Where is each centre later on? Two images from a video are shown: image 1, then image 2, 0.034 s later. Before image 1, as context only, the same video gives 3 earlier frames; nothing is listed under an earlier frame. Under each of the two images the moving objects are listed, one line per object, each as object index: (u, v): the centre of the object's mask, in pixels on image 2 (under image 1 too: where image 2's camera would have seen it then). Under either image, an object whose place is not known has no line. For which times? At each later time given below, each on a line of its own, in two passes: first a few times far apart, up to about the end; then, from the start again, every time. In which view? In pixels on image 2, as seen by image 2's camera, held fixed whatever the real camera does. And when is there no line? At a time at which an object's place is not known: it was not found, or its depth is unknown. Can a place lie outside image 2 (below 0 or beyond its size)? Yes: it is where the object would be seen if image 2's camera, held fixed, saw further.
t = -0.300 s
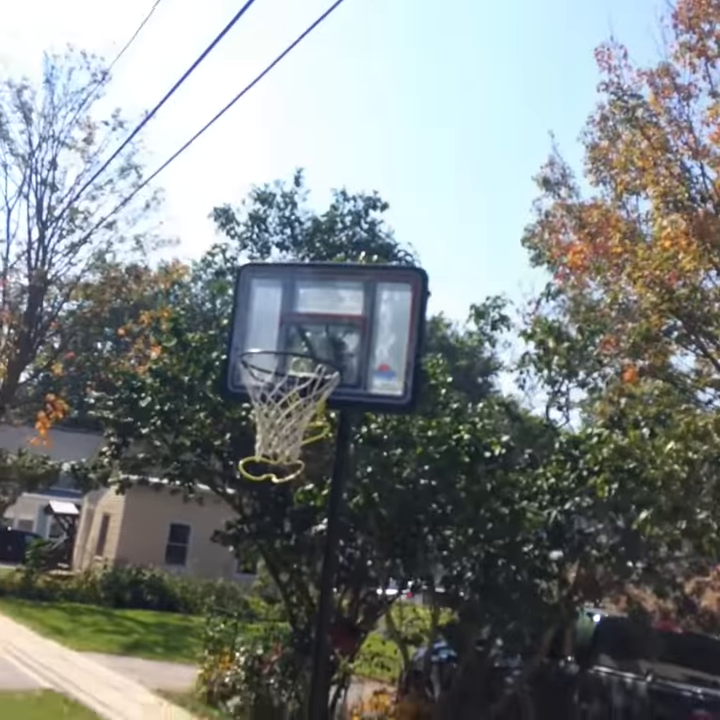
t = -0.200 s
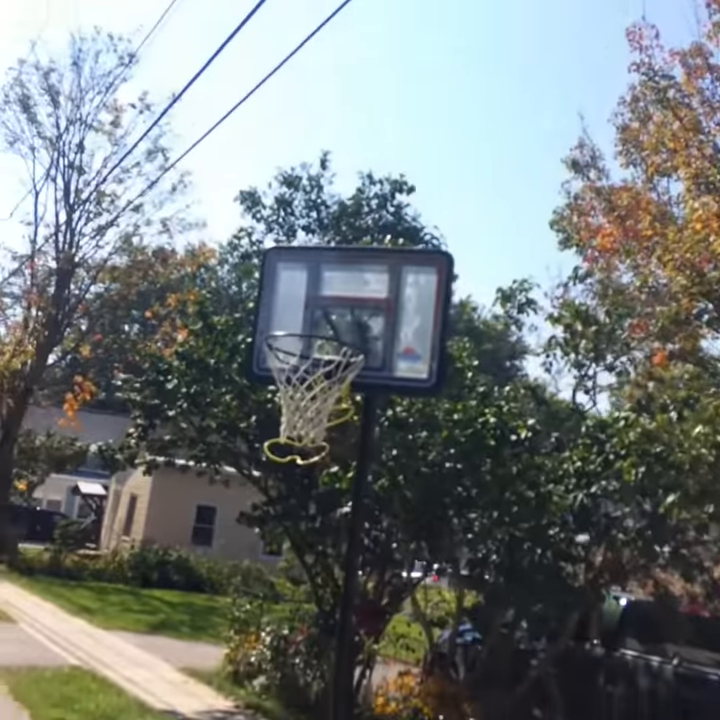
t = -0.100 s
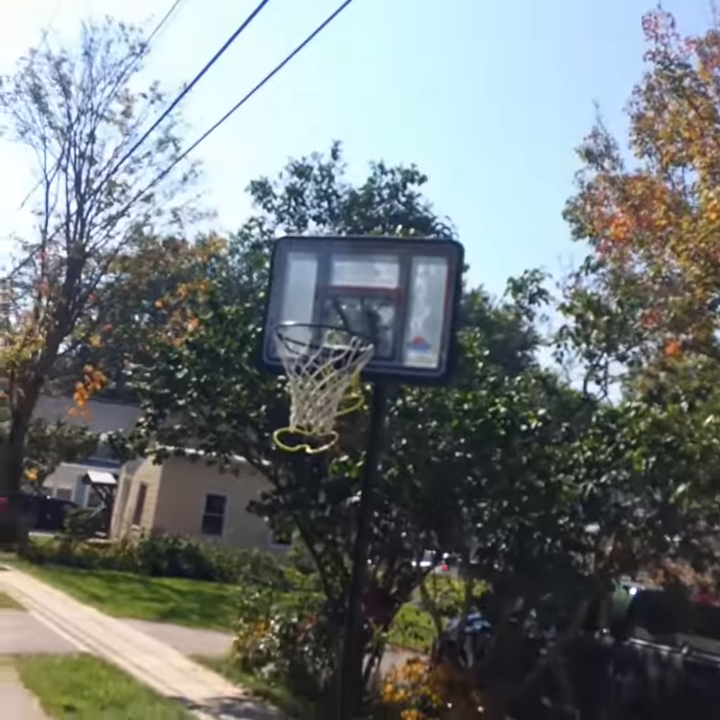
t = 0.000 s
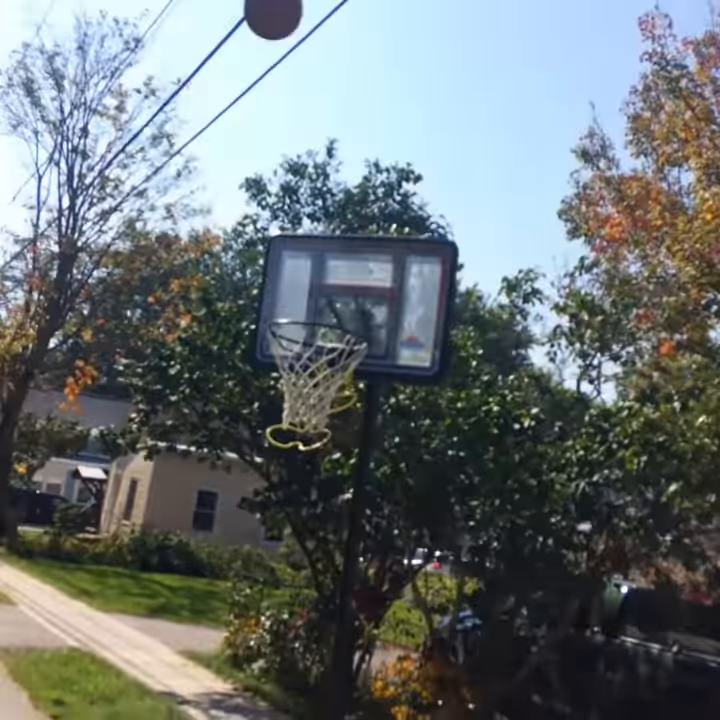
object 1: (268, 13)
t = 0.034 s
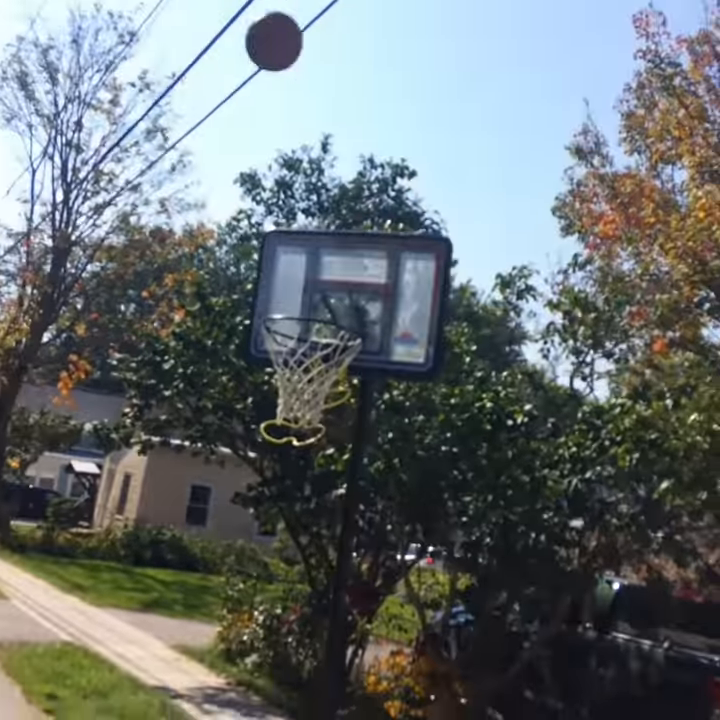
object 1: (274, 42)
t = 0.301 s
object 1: (304, 357)
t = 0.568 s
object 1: (333, 486)
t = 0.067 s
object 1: (279, 81)
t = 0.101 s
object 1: (284, 119)
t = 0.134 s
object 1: (288, 158)
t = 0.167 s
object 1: (292, 198)
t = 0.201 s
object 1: (295, 236)
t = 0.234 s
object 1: (297, 277)
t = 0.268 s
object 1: (301, 317)
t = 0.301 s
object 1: (304, 357)
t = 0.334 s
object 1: (302, 363)
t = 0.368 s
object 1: (315, 400)
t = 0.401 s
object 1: (320, 411)
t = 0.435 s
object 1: (325, 419)
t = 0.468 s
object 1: (327, 432)
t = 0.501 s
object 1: (329, 448)
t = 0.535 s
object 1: (332, 465)
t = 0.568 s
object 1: (333, 486)
